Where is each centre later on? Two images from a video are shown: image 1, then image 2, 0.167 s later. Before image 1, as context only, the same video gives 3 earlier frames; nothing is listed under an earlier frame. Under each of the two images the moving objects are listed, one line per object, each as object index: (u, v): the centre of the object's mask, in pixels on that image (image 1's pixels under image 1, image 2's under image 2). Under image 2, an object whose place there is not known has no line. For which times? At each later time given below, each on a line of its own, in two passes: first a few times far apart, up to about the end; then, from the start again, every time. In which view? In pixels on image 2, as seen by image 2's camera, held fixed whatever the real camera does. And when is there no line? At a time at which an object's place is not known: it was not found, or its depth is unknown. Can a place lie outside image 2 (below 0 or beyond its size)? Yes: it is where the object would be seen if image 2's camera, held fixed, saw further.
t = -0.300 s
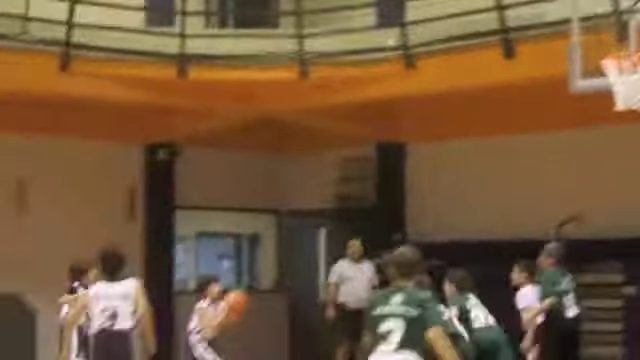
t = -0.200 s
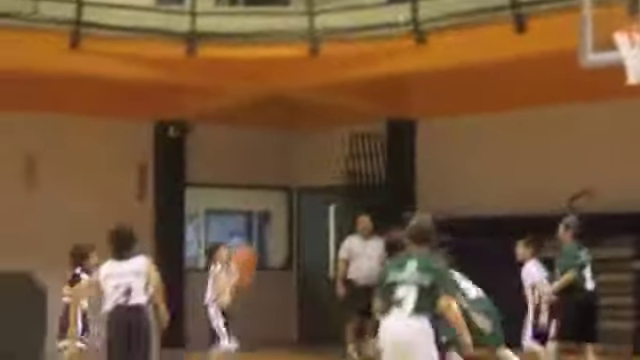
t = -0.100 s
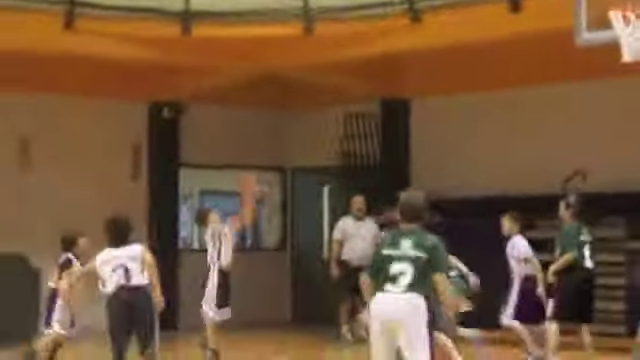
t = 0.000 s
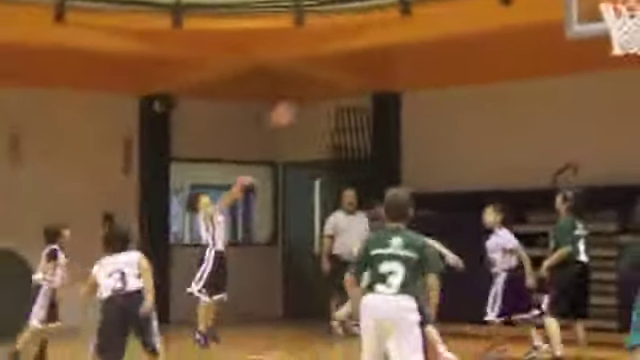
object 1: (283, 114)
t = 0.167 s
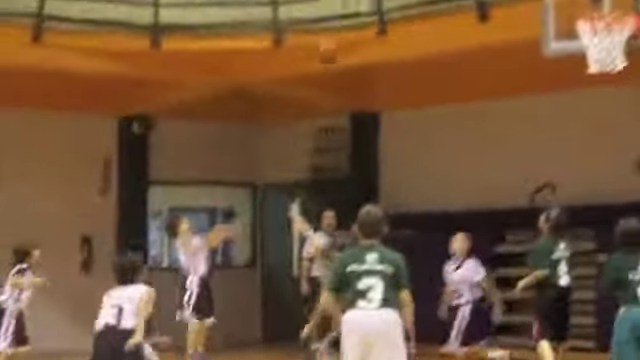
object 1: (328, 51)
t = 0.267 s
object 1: (370, 7)
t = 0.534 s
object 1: (483, -47)
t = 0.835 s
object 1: (611, -27)
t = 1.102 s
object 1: (569, 0)
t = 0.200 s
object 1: (343, 35)
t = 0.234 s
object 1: (355, 22)
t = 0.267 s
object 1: (370, 7)
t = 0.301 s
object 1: (383, 0)
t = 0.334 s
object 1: (396, -11)
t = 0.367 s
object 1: (412, -20)
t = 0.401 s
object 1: (426, -28)
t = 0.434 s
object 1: (441, -35)
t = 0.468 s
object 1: (455, -42)
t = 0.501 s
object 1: (469, -46)
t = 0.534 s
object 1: (483, -47)
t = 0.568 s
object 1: (499, -51)
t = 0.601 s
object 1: (514, -53)
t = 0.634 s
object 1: (529, -54)
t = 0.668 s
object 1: (545, -52)
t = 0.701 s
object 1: (560, -49)
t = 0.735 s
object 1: (577, -44)
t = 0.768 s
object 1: (593, -40)
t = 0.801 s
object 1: (607, -32)
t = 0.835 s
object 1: (611, -27)
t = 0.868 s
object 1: (614, -22)
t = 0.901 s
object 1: (619, -13)
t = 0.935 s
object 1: (623, -4)
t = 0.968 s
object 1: (622, 1)
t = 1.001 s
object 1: (607, 0)
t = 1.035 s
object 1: (594, -1)
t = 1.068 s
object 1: (580, -1)
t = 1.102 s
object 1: (569, 0)
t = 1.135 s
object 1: (554, 2)
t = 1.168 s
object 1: (540, 5)
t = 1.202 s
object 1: (530, 9)
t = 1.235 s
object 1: (515, 15)
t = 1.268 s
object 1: (499, 24)
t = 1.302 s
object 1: (487, 31)
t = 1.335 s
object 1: (474, 39)
